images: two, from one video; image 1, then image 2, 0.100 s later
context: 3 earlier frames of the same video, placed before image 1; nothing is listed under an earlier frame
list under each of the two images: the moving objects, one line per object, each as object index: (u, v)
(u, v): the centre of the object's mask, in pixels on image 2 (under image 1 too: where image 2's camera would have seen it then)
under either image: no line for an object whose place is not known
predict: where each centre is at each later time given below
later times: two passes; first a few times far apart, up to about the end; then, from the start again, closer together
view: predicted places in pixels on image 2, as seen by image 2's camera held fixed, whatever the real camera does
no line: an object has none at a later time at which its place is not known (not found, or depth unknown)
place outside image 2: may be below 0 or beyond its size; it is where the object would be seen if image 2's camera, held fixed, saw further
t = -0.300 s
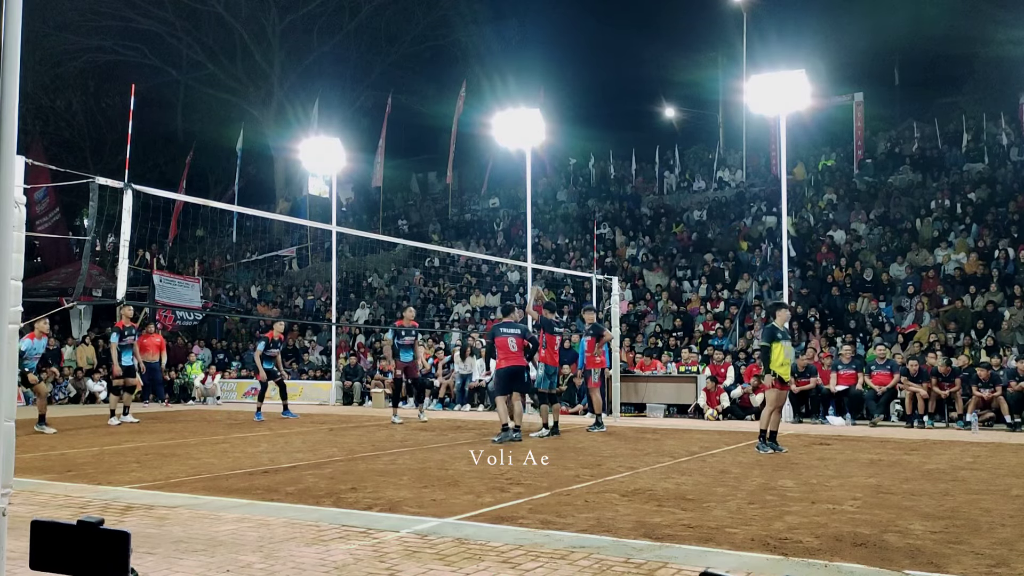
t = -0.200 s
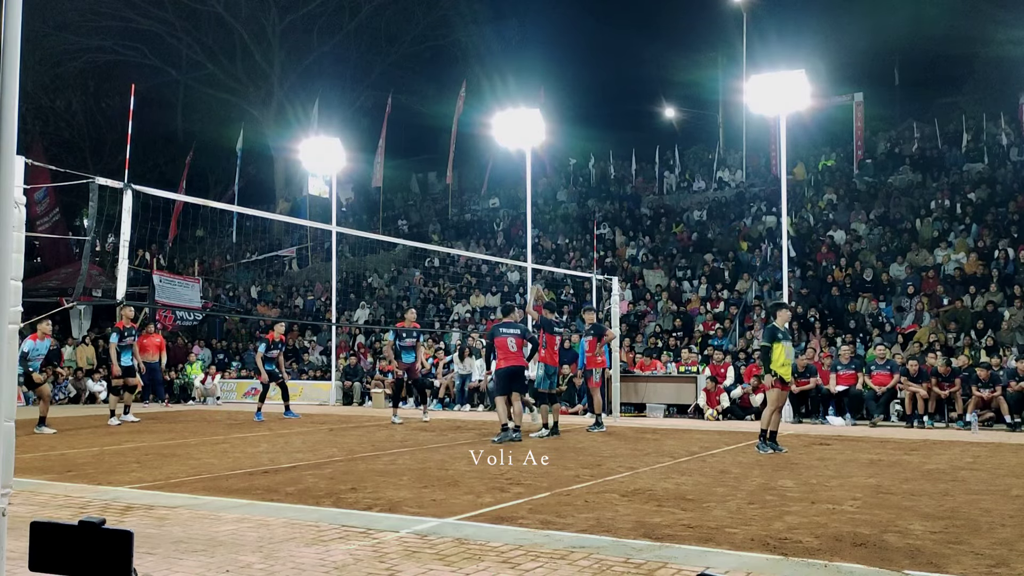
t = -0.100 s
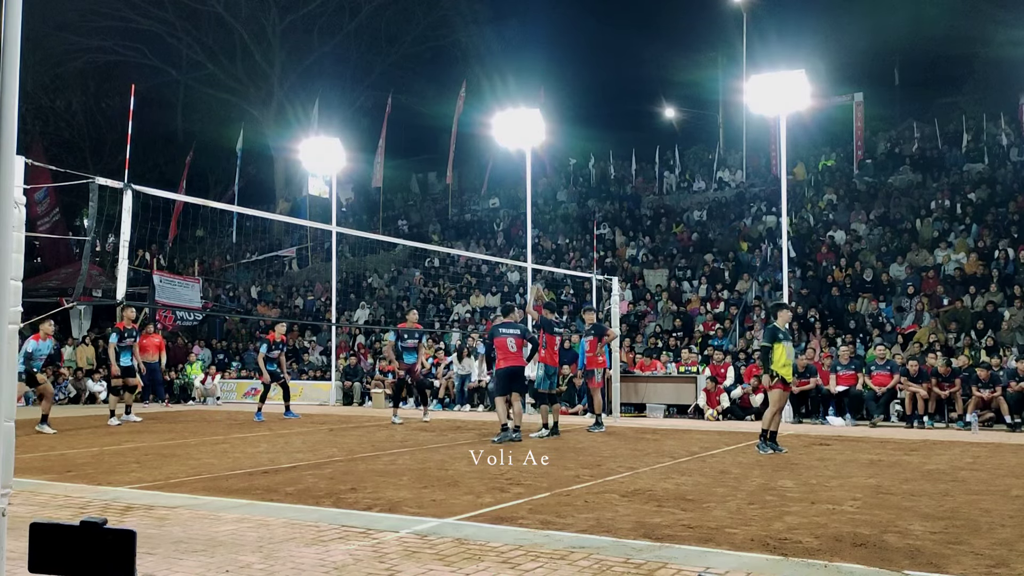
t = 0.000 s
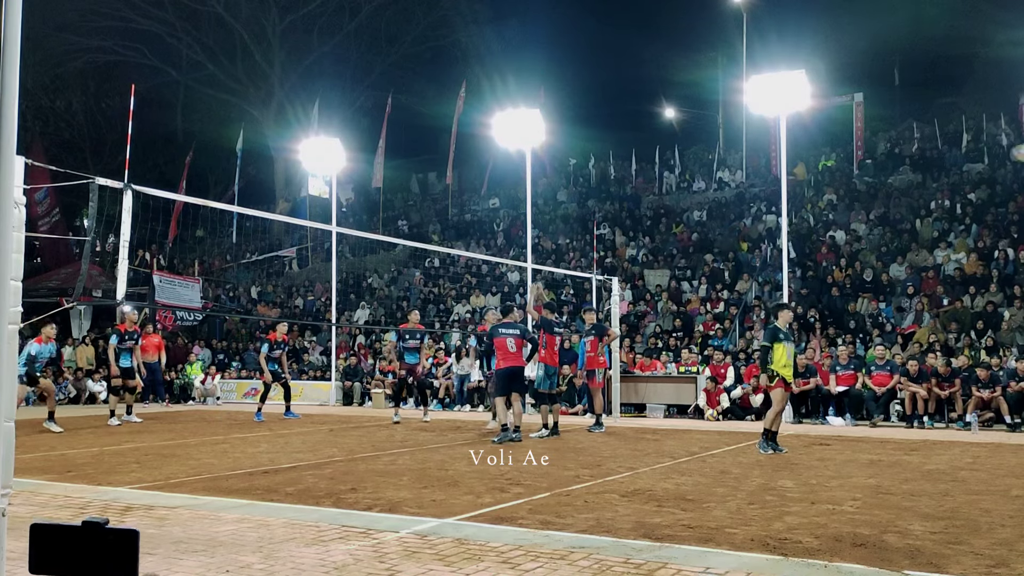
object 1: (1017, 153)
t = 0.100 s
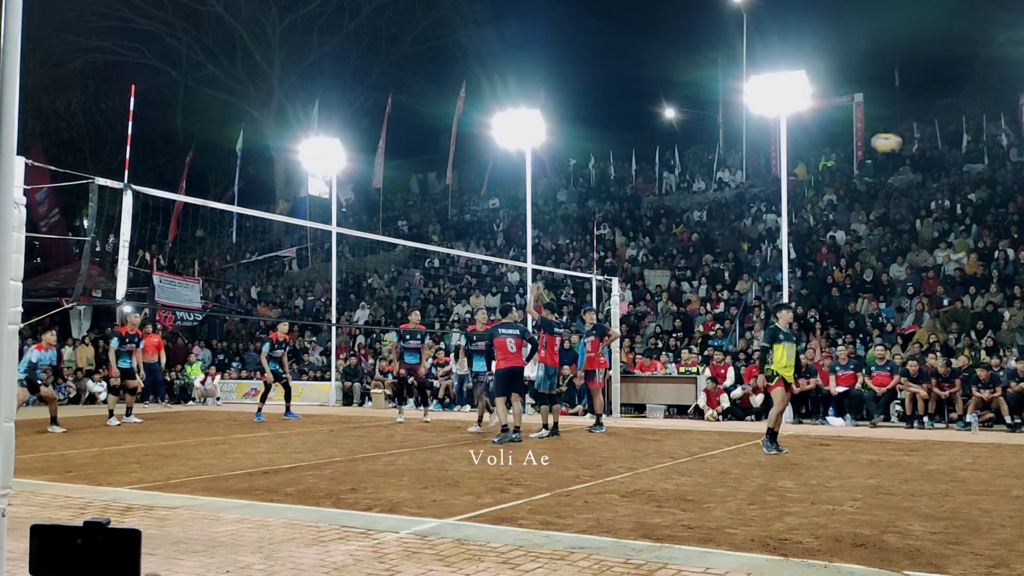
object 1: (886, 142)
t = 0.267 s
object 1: (674, 142)
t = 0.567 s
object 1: (357, 191)
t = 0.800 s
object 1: (152, 256)
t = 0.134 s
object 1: (841, 141)
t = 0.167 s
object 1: (799, 140)
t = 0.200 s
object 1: (754, 139)
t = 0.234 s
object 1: (714, 140)
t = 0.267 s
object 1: (674, 142)
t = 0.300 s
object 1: (635, 144)
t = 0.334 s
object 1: (597, 148)
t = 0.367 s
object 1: (561, 151)
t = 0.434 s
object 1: (489, 163)
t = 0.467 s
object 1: (455, 168)
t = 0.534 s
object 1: (389, 182)
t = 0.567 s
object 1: (357, 191)
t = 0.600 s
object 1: (324, 199)
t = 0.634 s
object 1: (295, 207)
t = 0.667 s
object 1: (264, 216)
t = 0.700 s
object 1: (240, 224)
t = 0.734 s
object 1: (211, 234)
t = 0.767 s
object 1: (182, 245)
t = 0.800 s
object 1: (152, 256)
